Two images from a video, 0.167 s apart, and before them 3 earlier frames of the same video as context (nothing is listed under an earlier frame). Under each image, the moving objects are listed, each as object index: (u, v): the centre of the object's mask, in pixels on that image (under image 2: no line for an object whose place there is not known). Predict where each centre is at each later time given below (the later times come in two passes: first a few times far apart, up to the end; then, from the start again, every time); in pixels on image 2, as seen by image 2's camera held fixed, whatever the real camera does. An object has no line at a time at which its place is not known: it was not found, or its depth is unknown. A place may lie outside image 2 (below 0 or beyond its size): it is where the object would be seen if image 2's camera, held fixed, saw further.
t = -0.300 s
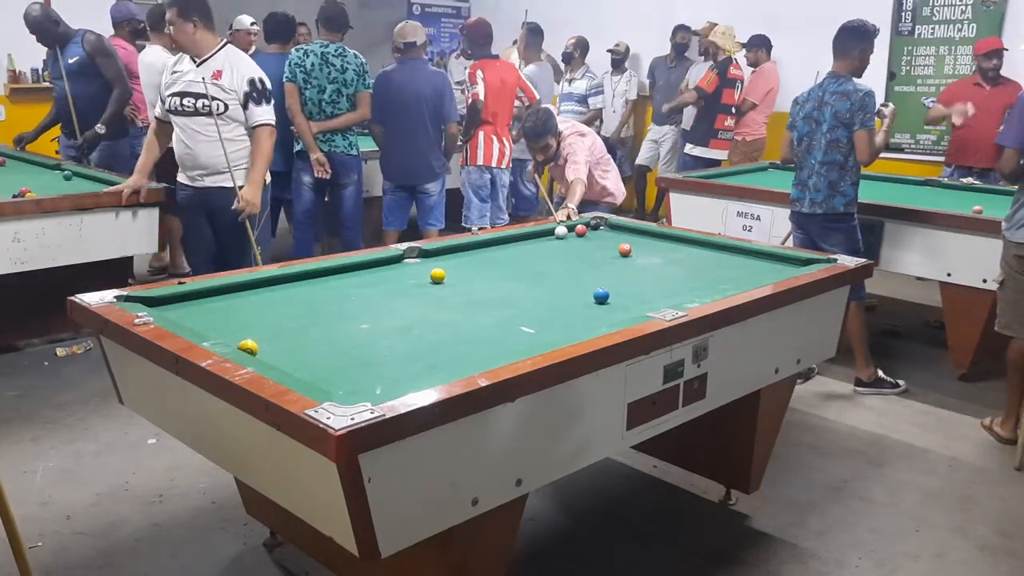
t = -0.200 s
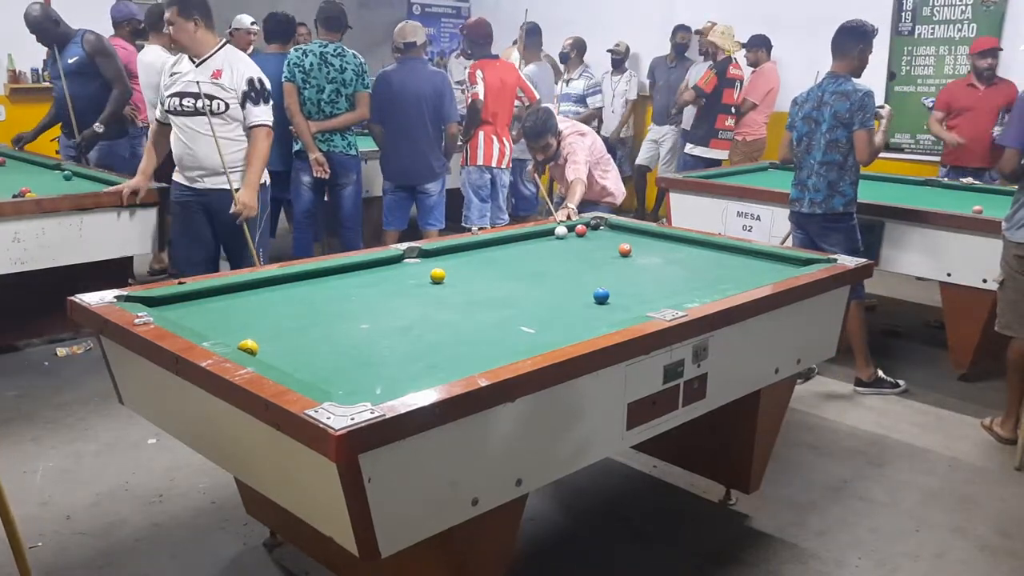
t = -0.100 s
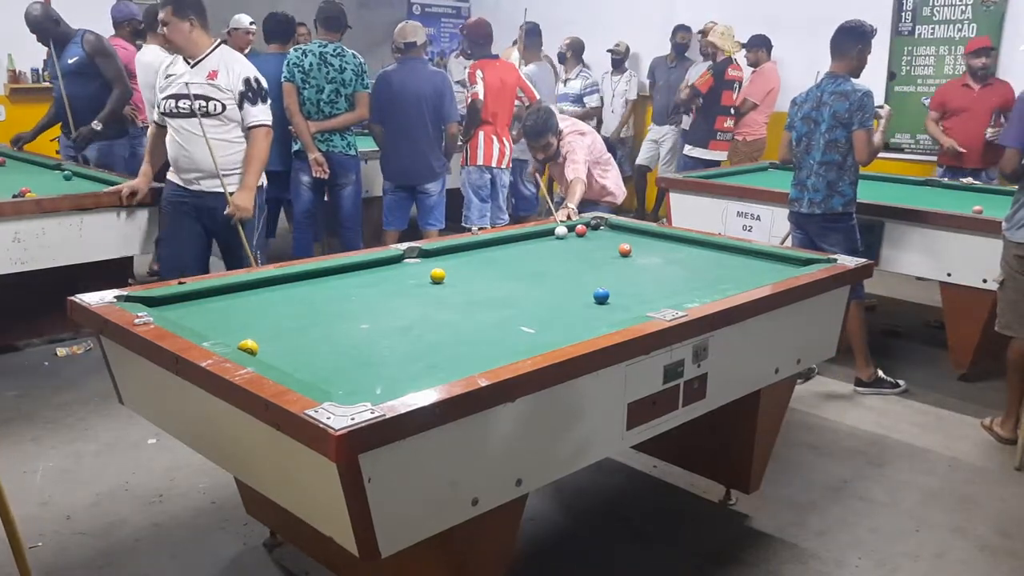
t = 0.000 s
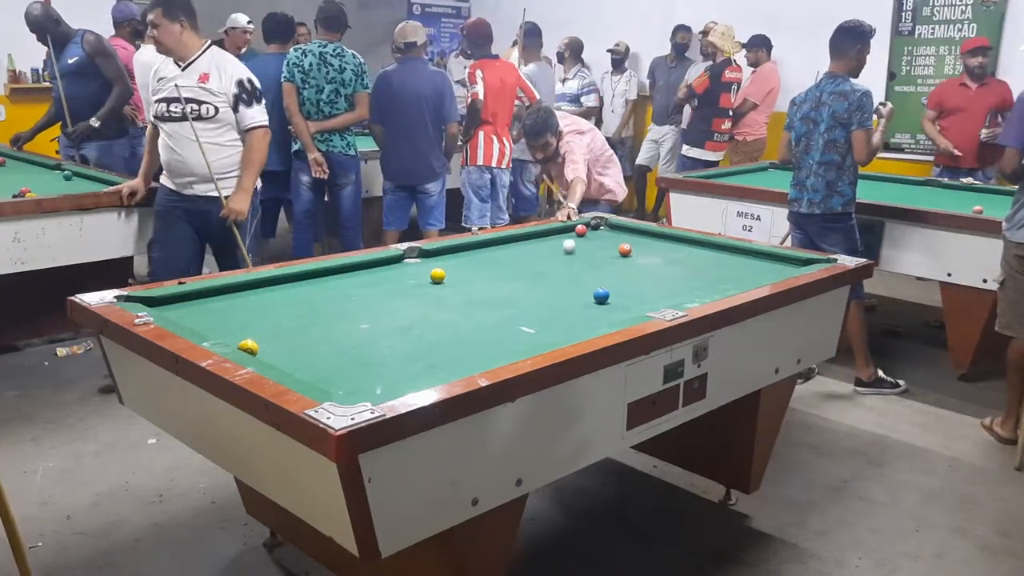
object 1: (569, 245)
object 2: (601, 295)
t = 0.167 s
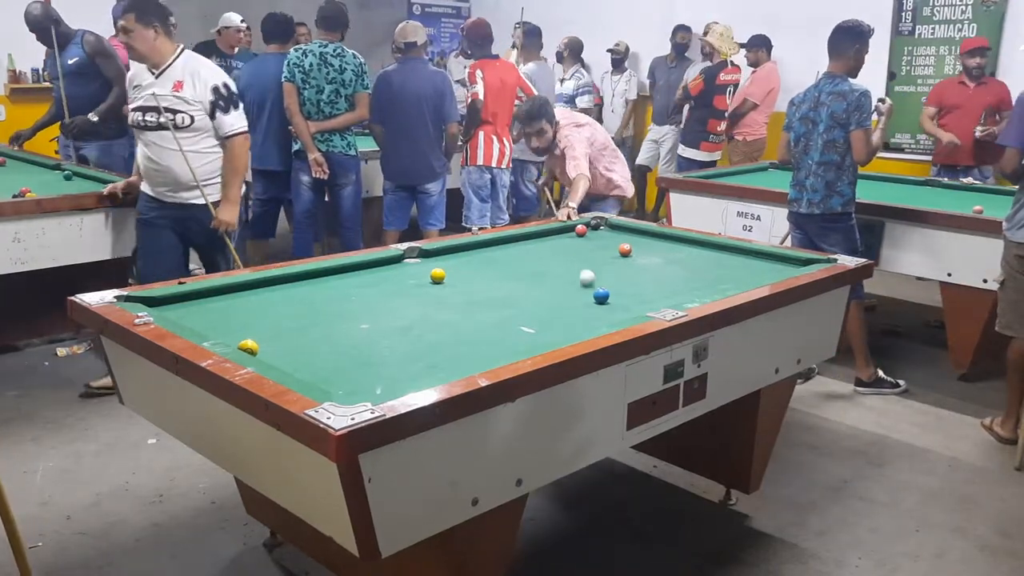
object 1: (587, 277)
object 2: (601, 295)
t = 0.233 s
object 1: (591, 290)
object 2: (608, 299)
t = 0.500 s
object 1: (547, 315)
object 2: (638, 305)
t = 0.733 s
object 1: (508, 345)
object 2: (634, 291)
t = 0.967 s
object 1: (427, 366)
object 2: (630, 279)
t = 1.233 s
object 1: (322, 379)
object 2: (626, 267)
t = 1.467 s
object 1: (359, 361)
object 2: (623, 257)
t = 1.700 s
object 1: (390, 342)
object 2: (617, 252)
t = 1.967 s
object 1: (419, 325)
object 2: (607, 249)
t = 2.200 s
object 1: (440, 312)
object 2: (600, 247)
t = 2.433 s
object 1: (458, 301)
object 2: (594, 246)
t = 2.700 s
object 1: (475, 290)
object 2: (589, 245)
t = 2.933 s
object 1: (487, 282)
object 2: (586, 244)
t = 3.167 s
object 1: (498, 275)
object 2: (584, 243)
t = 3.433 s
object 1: (508, 267)
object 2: (584, 243)
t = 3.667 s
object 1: (516, 262)
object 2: (584, 243)
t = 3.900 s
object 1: (522, 257)
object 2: (584, 243)
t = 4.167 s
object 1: (529, 252)
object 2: (584, 243)
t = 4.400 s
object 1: (533, 248)
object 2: (584, 243)
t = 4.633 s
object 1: (537, 245)
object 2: (584, 243)
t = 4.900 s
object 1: (540, 242)
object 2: (584, 243)
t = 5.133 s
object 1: (542, 239)
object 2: (584, 243)
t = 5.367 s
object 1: (544, 237)
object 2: (584, 243)
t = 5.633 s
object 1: (546, 235)
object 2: (584, 243)
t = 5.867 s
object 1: (547, 235)
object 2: (584, 243)
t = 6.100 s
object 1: (547, 233)
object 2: (584, 243)
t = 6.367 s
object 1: (548, 232)
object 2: (584, 243)
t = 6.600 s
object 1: (549, 232)
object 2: (584, 243)
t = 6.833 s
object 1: (549, 232)
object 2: (583, 243)
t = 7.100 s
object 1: (549, 232)
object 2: (584, 243)
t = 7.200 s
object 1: (549, 232)
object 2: (584, 243)
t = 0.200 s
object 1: (590, 284)
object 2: (601, 295)
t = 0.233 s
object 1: (591, 290)
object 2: (608, 299)
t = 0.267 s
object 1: (584, 292)
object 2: (622, 308)
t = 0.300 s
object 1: (578, 294)
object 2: (636, 312)
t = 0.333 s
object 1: (572, 297)
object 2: (640, 312)
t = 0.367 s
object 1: (566, 300)
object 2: (640, 311)
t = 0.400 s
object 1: (561, 303)
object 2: (639, 310)
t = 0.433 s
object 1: (556, 307)
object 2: (639, 309)
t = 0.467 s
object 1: (551, 311)
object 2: (639, 307)
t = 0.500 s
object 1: (547, 315)
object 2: (638, 305)
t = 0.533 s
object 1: (541, 319)
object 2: (637, 303)
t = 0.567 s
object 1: (536, 323)
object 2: (637, 301)
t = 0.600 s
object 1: (531, 328)
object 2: (636, 299)
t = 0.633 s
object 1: (526, 332)
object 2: (636, 297)
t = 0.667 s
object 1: (520, 337)
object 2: (635, 295)
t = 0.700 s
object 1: (514, 342)
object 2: (634, 293)
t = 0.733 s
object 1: (508, 345)
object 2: (634, 291)
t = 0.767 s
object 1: (501, 349)
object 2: (633, 289)
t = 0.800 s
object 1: (493, 352)
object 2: (633, 287)
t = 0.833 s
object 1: (479, 354)
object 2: (632, 286)
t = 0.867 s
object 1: (467, 356)
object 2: (632, 284)
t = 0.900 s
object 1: (454, 360)
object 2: (631, 282)
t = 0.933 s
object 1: (440, 363)
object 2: (630, 280)
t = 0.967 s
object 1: (427, 366)
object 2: (630, 279)
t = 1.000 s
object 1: (414, 368)
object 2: (630, 277)
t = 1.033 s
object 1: (401, 370)
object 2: (629, 276)
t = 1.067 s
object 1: (387, 373)
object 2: (628, 274)
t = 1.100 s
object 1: (373, 375)
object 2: (628, 273)
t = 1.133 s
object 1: (359, 377)
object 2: (628, 271)
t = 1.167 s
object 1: (345, 379)
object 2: (627, 270)
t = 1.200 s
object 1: (331, 380)
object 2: (626, 268)
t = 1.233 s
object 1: (322, 379)
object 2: (626, 267)
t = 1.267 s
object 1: (328, 378)
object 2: (625, 266)
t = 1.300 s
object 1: (334, 375)
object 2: (625, 263)
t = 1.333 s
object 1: (339, 372)
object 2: (625, 262)
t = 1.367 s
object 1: (344, 369)
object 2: (624, 260)
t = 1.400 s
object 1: (350, 366)
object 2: (624, 259)
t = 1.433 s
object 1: (355, 363)
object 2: (623, 258)
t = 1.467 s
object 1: (359, 361)
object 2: (623, 257)
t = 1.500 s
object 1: (364, 358)
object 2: (622, 256)
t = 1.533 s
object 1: (369, 355)
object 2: (622, 255)
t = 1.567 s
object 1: (373, 352)
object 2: (621, 254)
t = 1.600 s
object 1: (378, 349)
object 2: (621, 253)
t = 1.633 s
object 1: (381, 347)
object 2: (620, 252)
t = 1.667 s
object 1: (386, 344)
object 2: (619, 252)
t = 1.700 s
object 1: (390, 342)
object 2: (617, 252)
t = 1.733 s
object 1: (394, 340)
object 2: (615, 252)
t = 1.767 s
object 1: (397, 338)
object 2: (614, 251)
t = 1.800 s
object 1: (401, 335)
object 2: (613, 251)
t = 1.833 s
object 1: (405, 333)
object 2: (612, 250)
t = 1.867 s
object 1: (408, 331)
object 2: (611, 250)
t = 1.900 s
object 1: (412, 329)
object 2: (610, 249)
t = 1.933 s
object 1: (415, 327)
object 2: (608, 249)
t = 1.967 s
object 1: (419, 325)
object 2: (607, 249)
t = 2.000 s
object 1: (422, 323)
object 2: (606, 249)
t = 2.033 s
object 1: (425, 321)
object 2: (605, 248)
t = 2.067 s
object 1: (428, 319)
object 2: (604, 248)
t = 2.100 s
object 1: (431, 317)
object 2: (603, 248)
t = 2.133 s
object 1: (434, 315)
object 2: (602, 248)
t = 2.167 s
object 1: (437, 313)
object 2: (601, 248)
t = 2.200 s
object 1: (440, 312)
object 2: (600, 247)
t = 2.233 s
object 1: (443, 310)
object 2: (599, 247)
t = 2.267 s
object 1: (445, 308)
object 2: (598, 247)
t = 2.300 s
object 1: (448, 307)
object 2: (598, 247)
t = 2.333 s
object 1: (450, 305)
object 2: (597, 246)
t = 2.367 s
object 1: (453, 304)
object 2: (596, 246)
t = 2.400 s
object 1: (455, 302)
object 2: (595, 246)
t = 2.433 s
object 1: (458, 301)
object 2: (594, 246)
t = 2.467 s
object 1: (460, 299)
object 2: (594, 246)
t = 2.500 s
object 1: (462, 298)
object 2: (593, 245)
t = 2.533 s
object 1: (464, 297)
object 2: (592, 245)
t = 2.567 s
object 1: (467, 295)
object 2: (592, 245)
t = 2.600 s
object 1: (468, 294)
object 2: (591, 245)
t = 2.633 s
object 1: (471, 292)
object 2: (590, 245)
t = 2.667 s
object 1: (473, 291)
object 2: (590, 245)
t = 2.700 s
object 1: (475, 290)
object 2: (589, 245)
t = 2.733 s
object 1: (477, 289)
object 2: (589, 244)
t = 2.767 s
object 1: (478, 287)
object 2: (588, 244)
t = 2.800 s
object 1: (480, 286)
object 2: (588, 244)
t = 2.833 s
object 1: (482, 285)
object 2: (587, 244)
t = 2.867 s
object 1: (484, 284)
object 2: (587, 244)
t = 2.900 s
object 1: (486, 283)
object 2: (587, 244)
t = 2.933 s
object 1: (487, 282)
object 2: (586, 244)
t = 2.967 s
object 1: (489, 281)
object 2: (586, 244)
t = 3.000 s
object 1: (490, 280)
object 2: (586, 244)
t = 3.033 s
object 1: (492, 278)
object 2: (585, 244)
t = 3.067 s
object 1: (494, 277)
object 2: (585, 244)
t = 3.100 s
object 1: (495, 277)
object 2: (585, 244)
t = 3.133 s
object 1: (497, 276)
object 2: (584, 243)
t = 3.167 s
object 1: (498, 275)
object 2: (584, 243)
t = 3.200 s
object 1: (500, 274)
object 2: (584, 243)
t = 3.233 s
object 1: (501, 273)
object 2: (584, 243)
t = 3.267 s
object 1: (502, 272)
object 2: (584, 243)
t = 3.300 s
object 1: (504, 271)
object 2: (584, 243)
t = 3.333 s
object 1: (505, 270)
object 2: (583, 243)
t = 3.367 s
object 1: (506, 269)
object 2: (583, 243)
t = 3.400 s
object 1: (507, 268)
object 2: (583, 243)
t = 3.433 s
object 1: (508, 267)
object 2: (584, 243)
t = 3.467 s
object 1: (510, 266)
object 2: (584, 243)
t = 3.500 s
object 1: (511, 266)
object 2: (584, 243)
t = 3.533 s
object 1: (512, 265)
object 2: (584, 243)
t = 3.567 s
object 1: (513, 264)
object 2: (584, 243)
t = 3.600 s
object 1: (514, 263)
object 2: (584, 243)
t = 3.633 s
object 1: (515, 263)
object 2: (584, 243)
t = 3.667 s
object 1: (516, 262)
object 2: (584, 243)
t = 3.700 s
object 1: (517, 261)
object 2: (584, 243)
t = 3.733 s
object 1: (518, 260)
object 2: (584, 243)
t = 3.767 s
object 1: (519, 260)
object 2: (584, 243)
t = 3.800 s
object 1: (520, 259)
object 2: (584, 243)
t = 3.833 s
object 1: (521, 258)
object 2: (584, 243)
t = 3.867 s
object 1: (522, 257)
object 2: (584, 243)
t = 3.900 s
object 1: (522, 257)
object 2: (584, 243)
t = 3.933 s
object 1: (523, 256)
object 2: (584, 243)
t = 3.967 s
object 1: (524, 256)
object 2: (584, 243)
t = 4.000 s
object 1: (525, 255)
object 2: (584, 243)
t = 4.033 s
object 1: (526, 254)
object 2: (584, 243)
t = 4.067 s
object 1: (527, 254)
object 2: (584, 243)
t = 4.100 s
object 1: (527, 253)
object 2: (584, 243)
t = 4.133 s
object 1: (528, 252)
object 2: (584, 243)
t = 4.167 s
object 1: (529, 252)
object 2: (584, 243)
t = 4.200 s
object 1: (529, 251)
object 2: (584, 243)
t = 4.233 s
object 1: (530, 251)
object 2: (584, 243)
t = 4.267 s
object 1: (531, 250)
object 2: (584, 243)
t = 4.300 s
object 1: (531, 250)
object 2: (584, 243)
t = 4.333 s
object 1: (532, 249)
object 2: (584, 243)
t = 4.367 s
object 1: (533, 249)
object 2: (584, 243)
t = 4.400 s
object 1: (533, 248)
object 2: (584, 243)
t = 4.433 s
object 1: (534, 248)
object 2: (584, 243)
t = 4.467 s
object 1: (534, 247)
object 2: (584, 243)
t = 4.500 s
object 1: (535, 247)
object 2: (584, 243)
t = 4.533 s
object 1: (535, 247)
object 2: (584, 243)
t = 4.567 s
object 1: (536, 246)
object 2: (584, 243)
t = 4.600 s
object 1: (536, 245)
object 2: (584, 243)
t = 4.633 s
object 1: (537, 245)
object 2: (584, 243)
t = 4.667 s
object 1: (537, 244)
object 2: (584, 243)
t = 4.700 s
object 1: (538, 244)
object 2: (584, 243)
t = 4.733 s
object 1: (538, 244)
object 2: (584, 243)
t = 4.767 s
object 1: (538, 243)
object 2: (584, 243)
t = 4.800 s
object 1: (539, 243)
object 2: (584, 243)
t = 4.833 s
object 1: (539, 243)
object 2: (584, 243)
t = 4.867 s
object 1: (539, 242)
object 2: (584, 243)
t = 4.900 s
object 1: (540, 242)
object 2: (584, 243)
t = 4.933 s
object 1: (540, 241)
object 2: (584, 243)
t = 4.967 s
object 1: (541, 241)
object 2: (584, 243)
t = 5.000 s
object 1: (541, 241)
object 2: (584, 243)
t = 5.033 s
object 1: (541, 241)
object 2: (584, 243)
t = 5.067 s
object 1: (542, 240)
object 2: (584, 243)
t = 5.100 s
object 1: (542, 240)
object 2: (584, 243)
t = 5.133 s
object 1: (542, 239)
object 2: (584, 243)
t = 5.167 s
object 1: (543, 239)
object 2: (584, 243)
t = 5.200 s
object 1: (543, 239)
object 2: (584, 243)
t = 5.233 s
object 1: (543, 238)
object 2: (584, 243)
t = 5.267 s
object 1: (544, 238)
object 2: (584, 243)
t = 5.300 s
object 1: (544, 238)
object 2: (584, 243)
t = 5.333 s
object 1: (544, 238)
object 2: (584, 243)
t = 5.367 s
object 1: (544, 237)
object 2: (584, 243)
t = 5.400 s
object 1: (545, 237)
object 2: (584, 243)
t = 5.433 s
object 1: (544, 236)
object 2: (584, 243)
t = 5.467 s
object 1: (545, 236)
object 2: (584, 243)
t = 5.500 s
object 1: (545, 236)
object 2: (584, 243)
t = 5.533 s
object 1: (545, 236)
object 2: (584, 243)
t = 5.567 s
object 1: (545, 236)
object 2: (584, 243)
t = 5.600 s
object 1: (545, 236)
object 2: (584, 243)
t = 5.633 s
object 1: (546, 235)
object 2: (584, 243)
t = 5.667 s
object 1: (546, 235)
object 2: (584, 243)
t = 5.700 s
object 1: (546, 235)
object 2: (584, 243)
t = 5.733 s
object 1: (546, 235)
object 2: (584, 243)
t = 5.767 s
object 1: (546, 235)
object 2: (584, 243)
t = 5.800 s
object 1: (546, 235)
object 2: (584, 243)
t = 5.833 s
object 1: (547, 235)
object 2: (584, 243)
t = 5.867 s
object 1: (547, 235)
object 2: (584, 243)
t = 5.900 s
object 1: (547, 234)
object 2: (584, 243)
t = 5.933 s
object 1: (547, 234)
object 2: (584, 243)
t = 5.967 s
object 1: (547, 234)
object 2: (584, 243)
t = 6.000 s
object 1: (547, 234)
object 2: (584, 243)
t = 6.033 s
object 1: (547, 234)
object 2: (584, 243)
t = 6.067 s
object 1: (547, 234)
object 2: (584, 243)
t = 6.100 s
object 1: (547, 233)
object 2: (584, 243)
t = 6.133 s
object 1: (548, 233)
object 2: (584, 243)
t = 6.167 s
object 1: (548, 233)
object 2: (584, 243)
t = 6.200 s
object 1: (548, 233)
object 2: (584, 243)
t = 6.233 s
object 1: (548, 233)
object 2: (584, 243)
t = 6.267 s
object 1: (548, 233)
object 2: (584, 243)
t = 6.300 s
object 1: (548, 233)
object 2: (584, 243)
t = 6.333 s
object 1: (548, 233)
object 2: (584, 243)
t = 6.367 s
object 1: (548, 232)
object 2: (584, 243)
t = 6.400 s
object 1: (548, 232)
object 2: (584, 243)
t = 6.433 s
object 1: (548, 232)
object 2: (584, 243)
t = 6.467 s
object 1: (548, 232)
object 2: (584, 243)
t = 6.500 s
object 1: (549, 232)
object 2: (584, 243)
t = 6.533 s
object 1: (549, 232)
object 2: (584, 243)
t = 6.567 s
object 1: (549, 232)
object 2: (584, 243)
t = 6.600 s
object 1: (549, 232)
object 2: (584, 243)
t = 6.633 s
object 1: (549, 232)
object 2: (584, 243)
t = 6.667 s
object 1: (549, 232)
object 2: (584, 243)
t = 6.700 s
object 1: (549, 232)
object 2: (583, 243)
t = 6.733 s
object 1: (549, 232)
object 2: (583, 243)
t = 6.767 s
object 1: (549, 232)
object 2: (584, 243)
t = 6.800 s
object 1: (549, 232)
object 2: (584, 243)
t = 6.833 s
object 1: (549, 232)
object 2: (583, 243)
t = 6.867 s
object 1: (550, 232)
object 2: (584, 243)
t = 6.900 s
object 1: (549, 232)
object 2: (584, 243)
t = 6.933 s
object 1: (550, 232)
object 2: (584, 243)
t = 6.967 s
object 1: (549, 232)
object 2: (584, 243)
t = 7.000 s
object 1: (549, 232)
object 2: (584, 243)
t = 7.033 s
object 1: (549, 232)
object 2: (584, 243)
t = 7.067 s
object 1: (549, 232)
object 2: (584, 243)
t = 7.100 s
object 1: (549, 232)
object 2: (584, 243)
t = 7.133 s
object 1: (549, 232)
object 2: (584, 243)
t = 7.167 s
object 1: (549, 232)
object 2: (584, 243)
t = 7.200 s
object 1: (549, 232)
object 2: (584, 243)
